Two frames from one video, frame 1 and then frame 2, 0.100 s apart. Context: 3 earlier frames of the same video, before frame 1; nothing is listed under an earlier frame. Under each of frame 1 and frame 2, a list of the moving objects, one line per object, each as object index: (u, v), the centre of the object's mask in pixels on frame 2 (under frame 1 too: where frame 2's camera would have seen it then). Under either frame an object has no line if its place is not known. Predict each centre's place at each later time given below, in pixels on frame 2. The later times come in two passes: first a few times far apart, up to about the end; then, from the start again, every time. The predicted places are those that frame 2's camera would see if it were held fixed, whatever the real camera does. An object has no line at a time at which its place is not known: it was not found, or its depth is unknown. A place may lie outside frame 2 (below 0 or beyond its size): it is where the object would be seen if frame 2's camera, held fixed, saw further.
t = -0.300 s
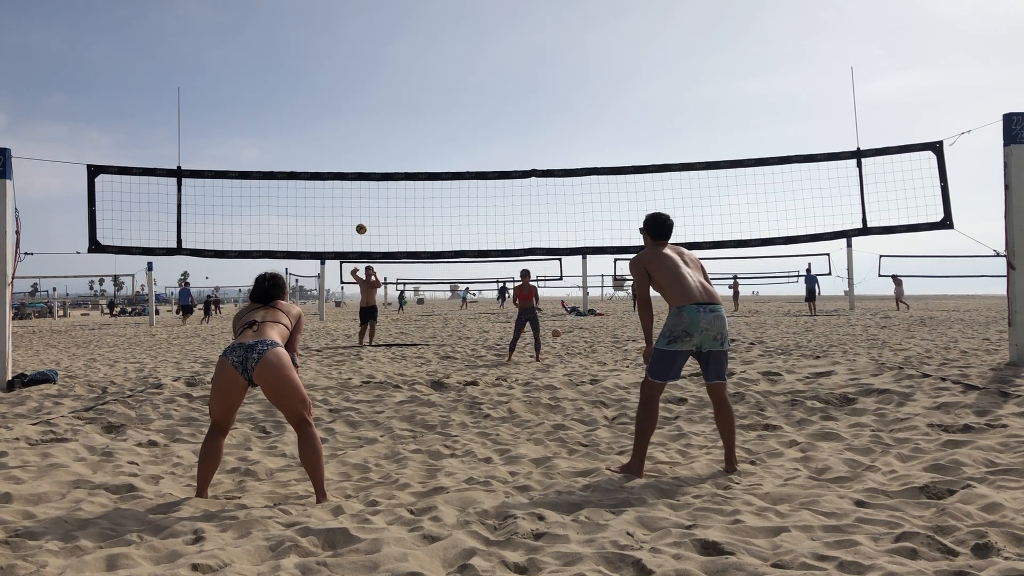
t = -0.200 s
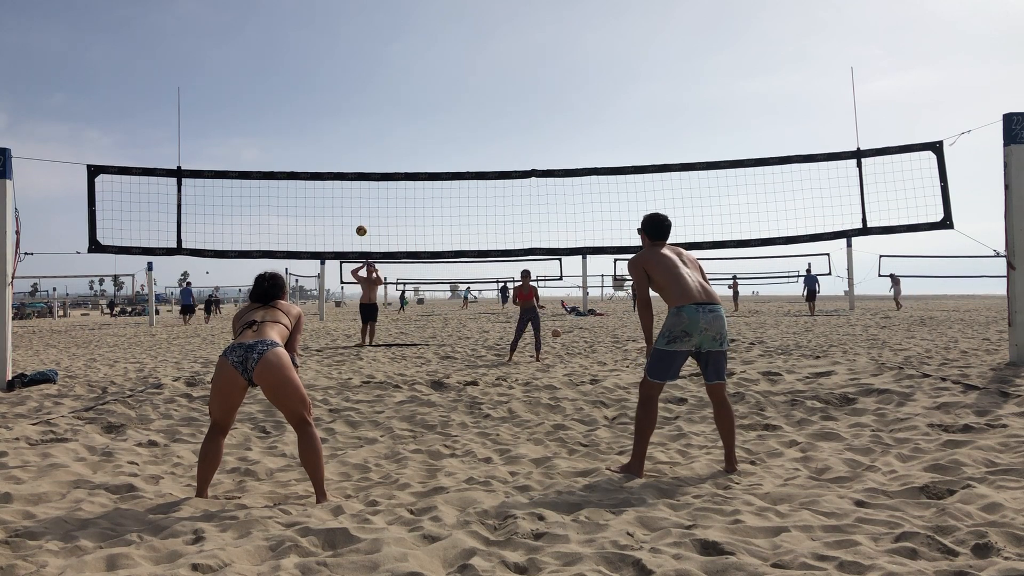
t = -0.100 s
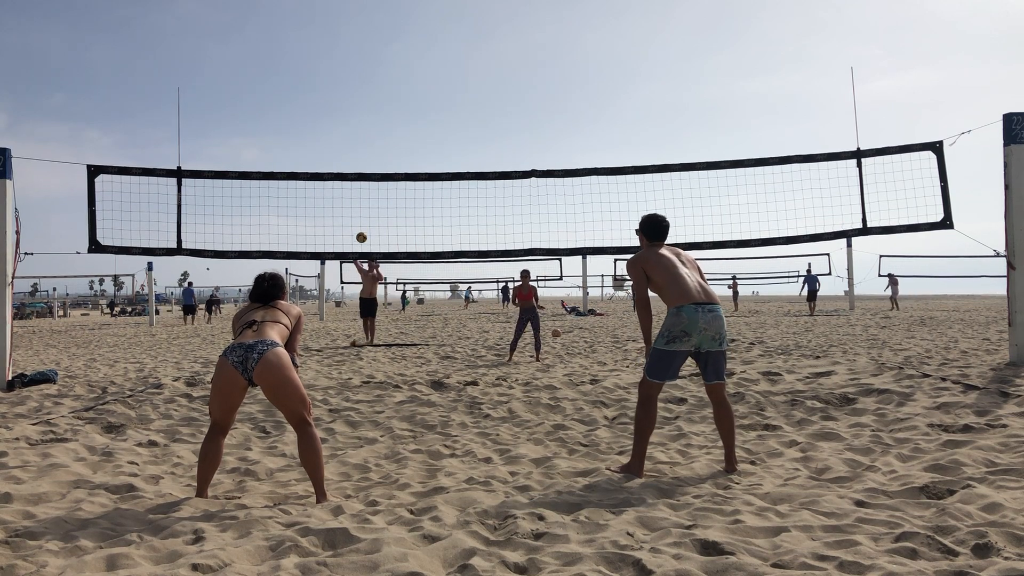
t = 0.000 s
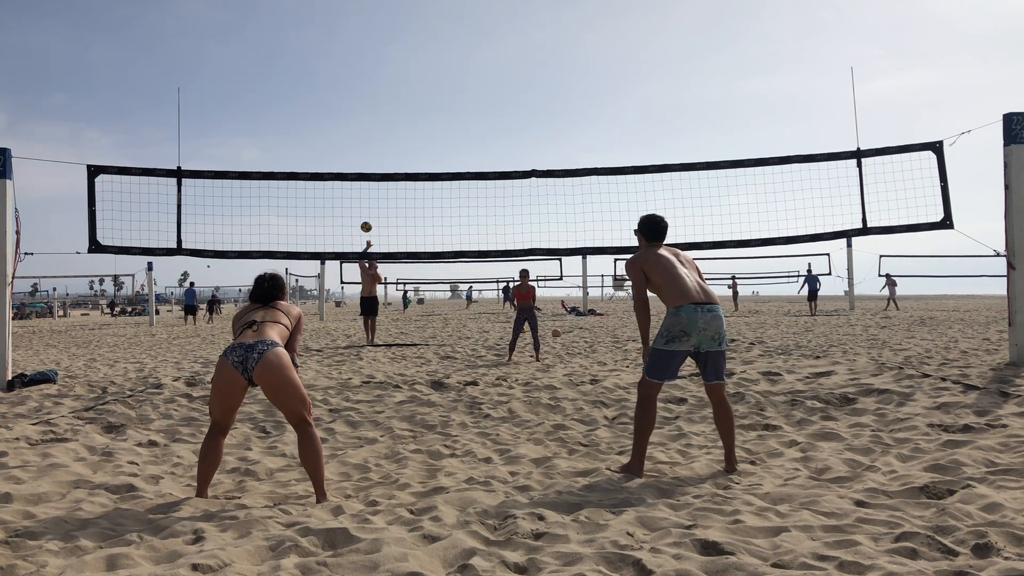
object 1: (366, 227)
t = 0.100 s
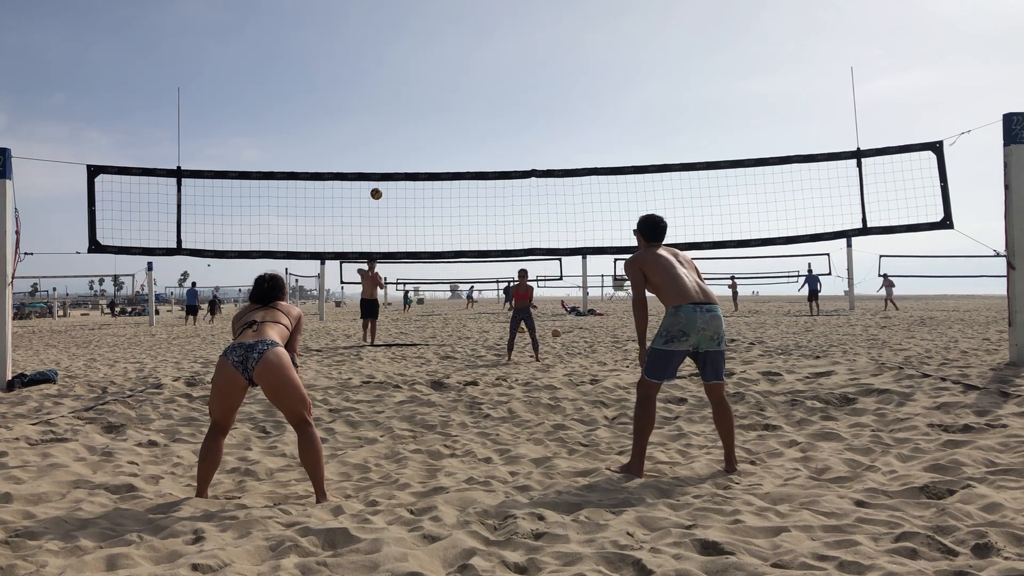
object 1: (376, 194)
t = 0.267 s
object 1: (394, 142)
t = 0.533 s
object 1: (429, 69)
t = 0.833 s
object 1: (483, 16)
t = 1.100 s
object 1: (598, 57)
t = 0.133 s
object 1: (379, 185)
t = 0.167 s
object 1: (382, 170)
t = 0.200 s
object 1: (386, 162)
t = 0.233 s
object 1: (390, 152)
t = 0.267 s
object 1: (394, 142)
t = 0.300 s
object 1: (397, 132)
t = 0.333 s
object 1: (402, 123)
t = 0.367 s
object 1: (406, 113)
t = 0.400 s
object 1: (410, 104)
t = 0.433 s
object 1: (414, 95)
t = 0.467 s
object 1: (419, 86)
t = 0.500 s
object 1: (424, 77)
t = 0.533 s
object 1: (429, 69)
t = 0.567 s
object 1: (433, 61)
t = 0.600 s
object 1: (438, 53)
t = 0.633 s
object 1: (443, 46)
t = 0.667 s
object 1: (448, 39)
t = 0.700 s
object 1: (454, 32)
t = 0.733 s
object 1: (460, 27)
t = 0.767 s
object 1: (467, 22)
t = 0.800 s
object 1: (475, 18)
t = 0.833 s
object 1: (483, 16)
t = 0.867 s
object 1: (492, 14)
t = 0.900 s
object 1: (503, 15)
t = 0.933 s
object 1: (515, 16)
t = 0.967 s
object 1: (528, 20)
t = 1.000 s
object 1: (542, 26)
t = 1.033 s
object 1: (559, 33)
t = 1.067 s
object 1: (577, 44)
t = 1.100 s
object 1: (598, 57)
